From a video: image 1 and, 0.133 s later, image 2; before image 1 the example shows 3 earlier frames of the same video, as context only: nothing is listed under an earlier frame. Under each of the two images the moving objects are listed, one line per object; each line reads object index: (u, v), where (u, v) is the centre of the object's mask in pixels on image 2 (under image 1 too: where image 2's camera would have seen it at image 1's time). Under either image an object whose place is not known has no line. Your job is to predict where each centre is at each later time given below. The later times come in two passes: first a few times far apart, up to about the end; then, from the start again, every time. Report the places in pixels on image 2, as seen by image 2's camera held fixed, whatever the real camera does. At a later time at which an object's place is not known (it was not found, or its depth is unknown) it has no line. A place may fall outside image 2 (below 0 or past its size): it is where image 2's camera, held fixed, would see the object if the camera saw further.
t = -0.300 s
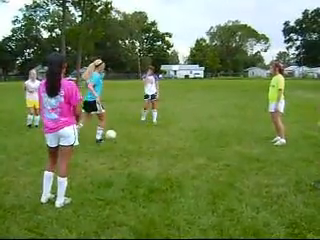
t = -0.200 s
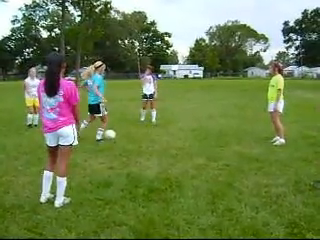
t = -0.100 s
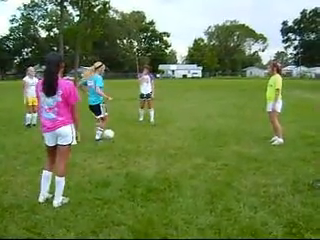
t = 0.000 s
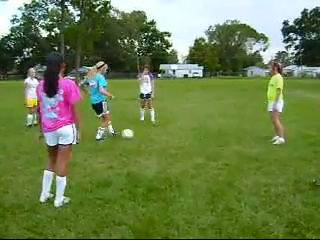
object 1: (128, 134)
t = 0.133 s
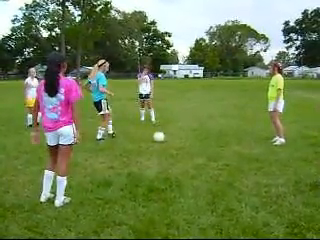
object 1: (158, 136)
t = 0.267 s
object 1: (182, 136)
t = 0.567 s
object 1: (228, 138)
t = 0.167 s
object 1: (165, 136)
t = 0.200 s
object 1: (170, 136)
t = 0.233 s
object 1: (176, 136)
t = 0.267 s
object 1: (182, 136)
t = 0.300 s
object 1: (187, 137)
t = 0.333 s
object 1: (192, 137)
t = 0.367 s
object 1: (198, 137)
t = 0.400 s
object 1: (203, 137)
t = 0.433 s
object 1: (208, 137)
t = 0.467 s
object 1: (214, 137)
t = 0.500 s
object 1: (219, 138)
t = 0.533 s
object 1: (224, 138)
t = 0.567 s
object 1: (228, 138)
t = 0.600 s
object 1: (233, 137)
